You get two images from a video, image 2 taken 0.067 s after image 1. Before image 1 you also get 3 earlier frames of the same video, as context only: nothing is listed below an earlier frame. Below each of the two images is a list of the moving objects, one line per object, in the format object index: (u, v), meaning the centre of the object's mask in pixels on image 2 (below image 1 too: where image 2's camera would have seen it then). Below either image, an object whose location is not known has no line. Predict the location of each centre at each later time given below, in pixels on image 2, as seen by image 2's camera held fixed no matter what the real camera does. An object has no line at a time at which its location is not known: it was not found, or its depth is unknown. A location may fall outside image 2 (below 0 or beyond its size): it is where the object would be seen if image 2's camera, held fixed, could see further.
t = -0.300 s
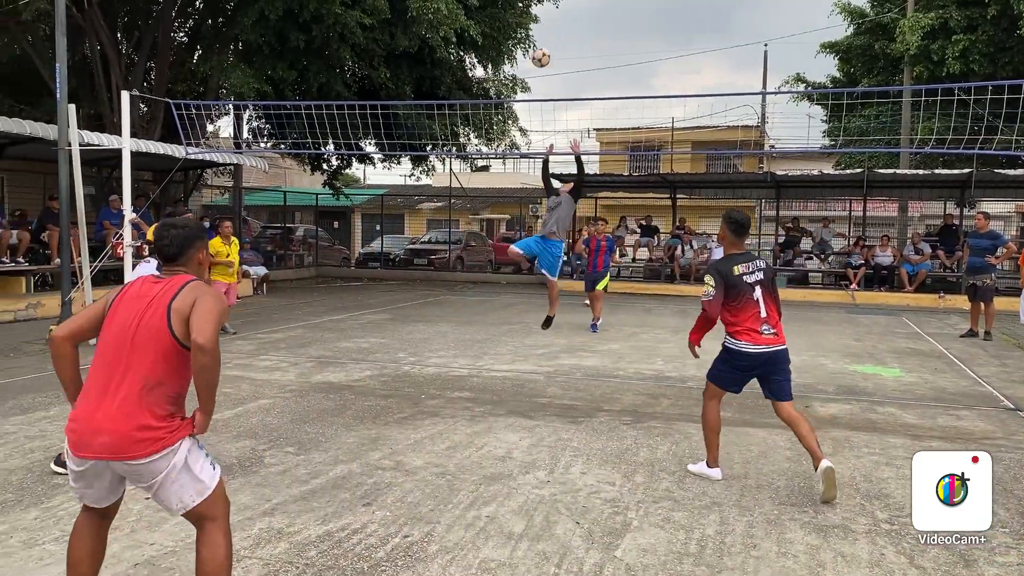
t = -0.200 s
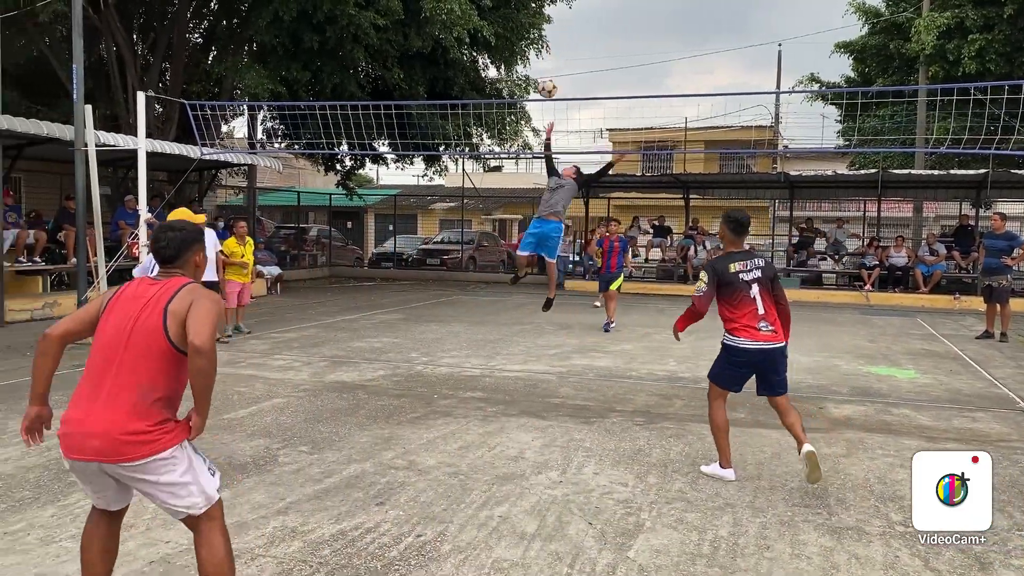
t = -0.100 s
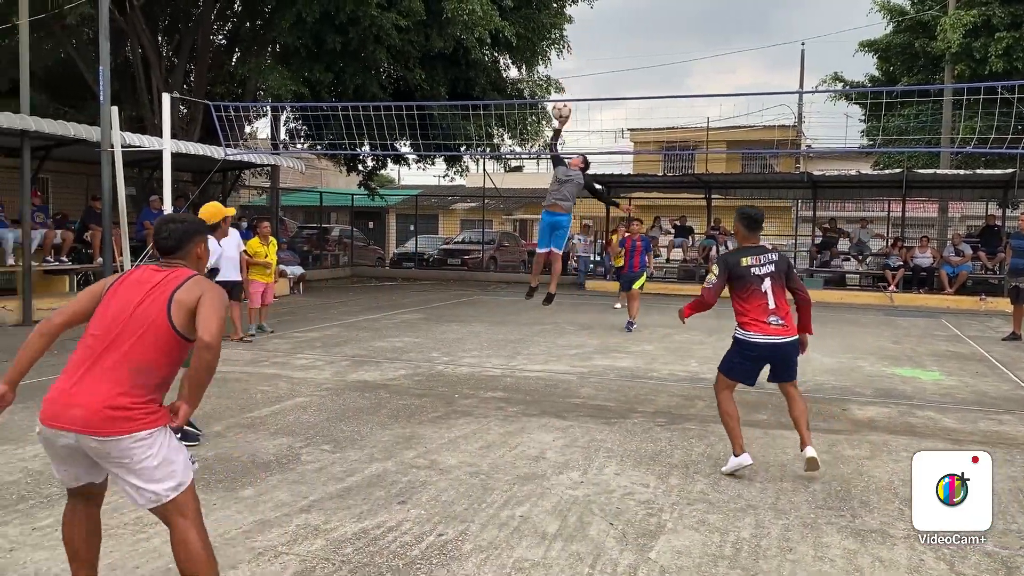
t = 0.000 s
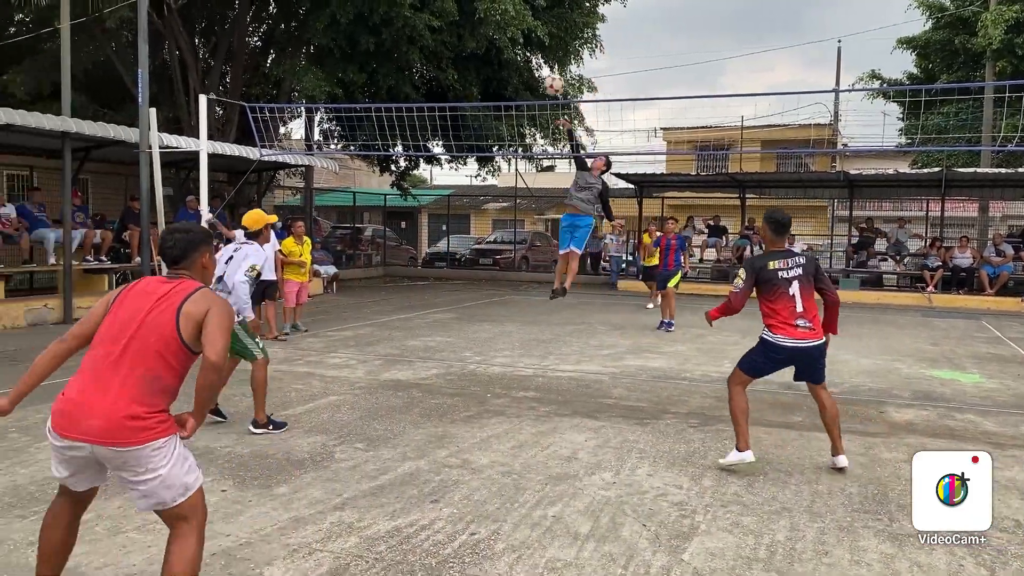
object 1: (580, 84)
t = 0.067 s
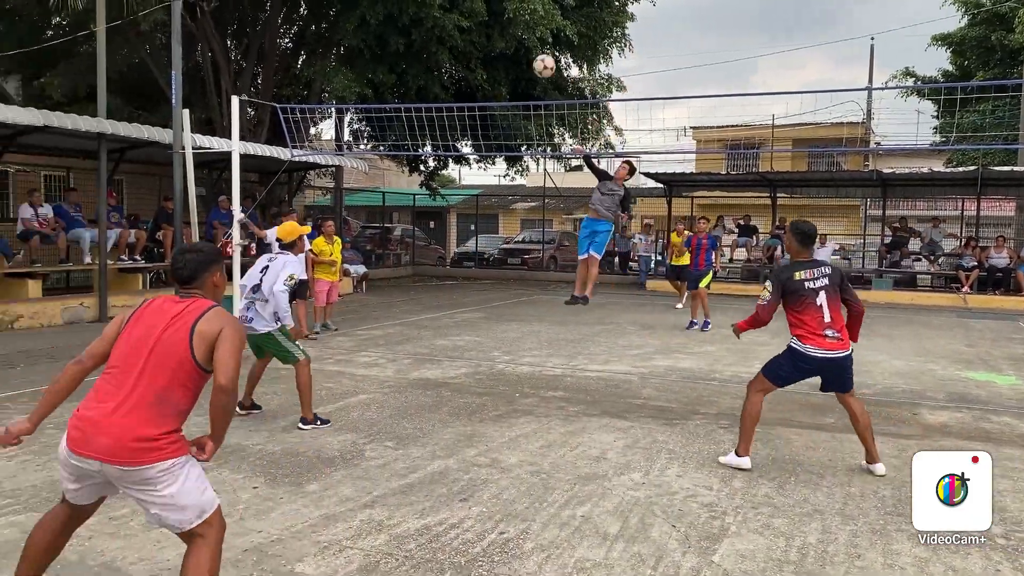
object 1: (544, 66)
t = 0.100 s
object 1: (525, 58)
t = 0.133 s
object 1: (505, 51)
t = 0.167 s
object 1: (484, 45)
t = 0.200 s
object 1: (462, 40)
